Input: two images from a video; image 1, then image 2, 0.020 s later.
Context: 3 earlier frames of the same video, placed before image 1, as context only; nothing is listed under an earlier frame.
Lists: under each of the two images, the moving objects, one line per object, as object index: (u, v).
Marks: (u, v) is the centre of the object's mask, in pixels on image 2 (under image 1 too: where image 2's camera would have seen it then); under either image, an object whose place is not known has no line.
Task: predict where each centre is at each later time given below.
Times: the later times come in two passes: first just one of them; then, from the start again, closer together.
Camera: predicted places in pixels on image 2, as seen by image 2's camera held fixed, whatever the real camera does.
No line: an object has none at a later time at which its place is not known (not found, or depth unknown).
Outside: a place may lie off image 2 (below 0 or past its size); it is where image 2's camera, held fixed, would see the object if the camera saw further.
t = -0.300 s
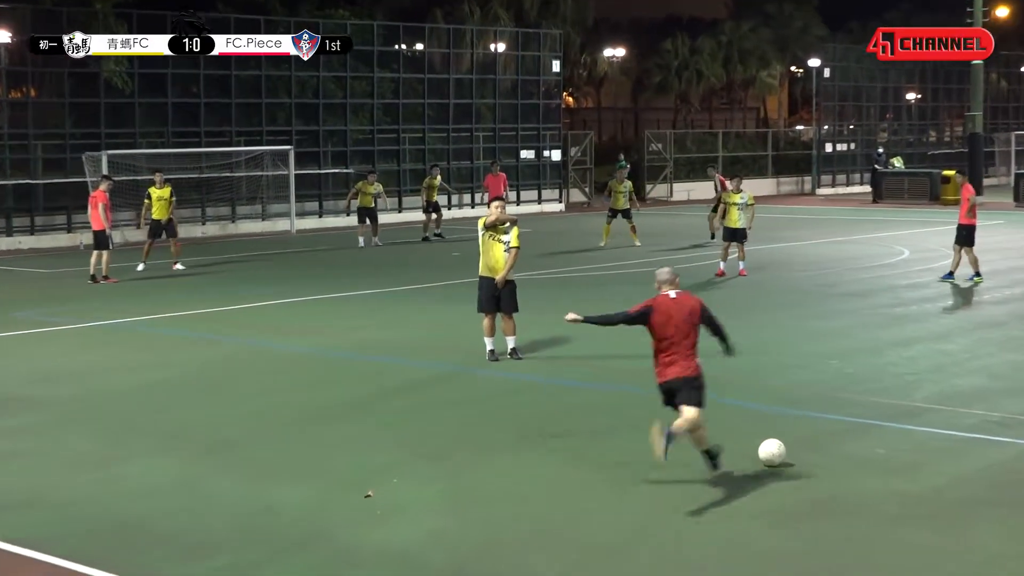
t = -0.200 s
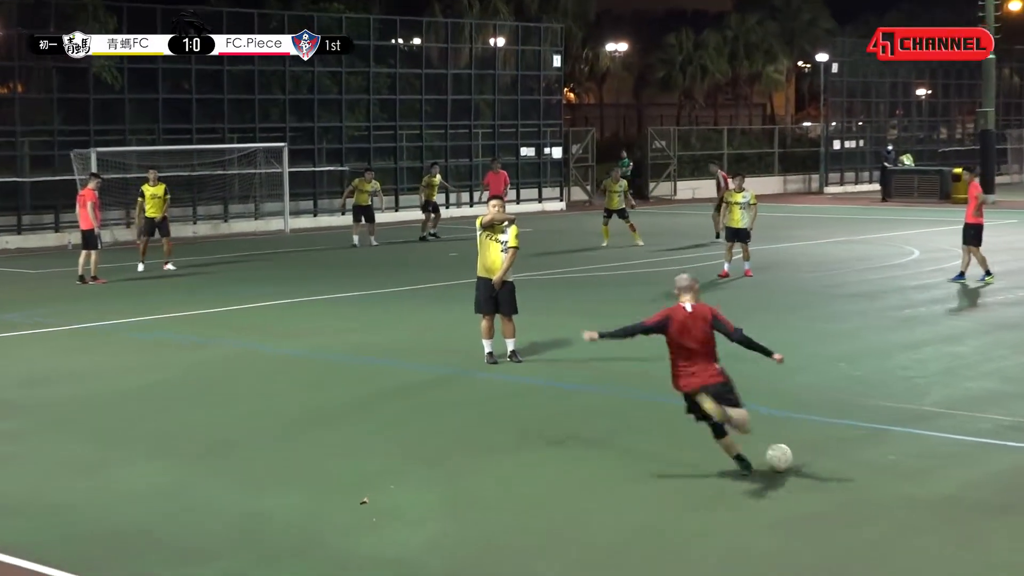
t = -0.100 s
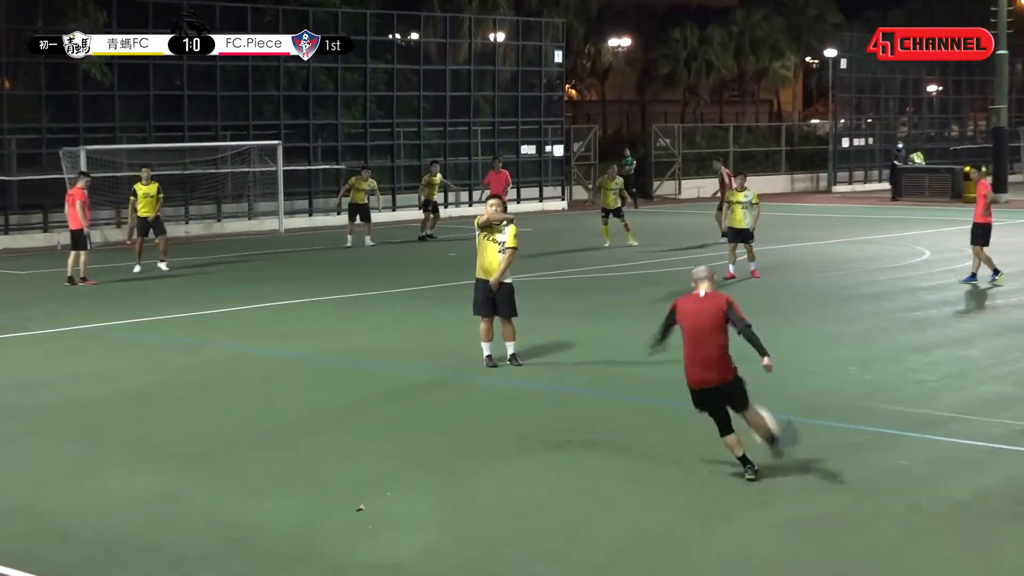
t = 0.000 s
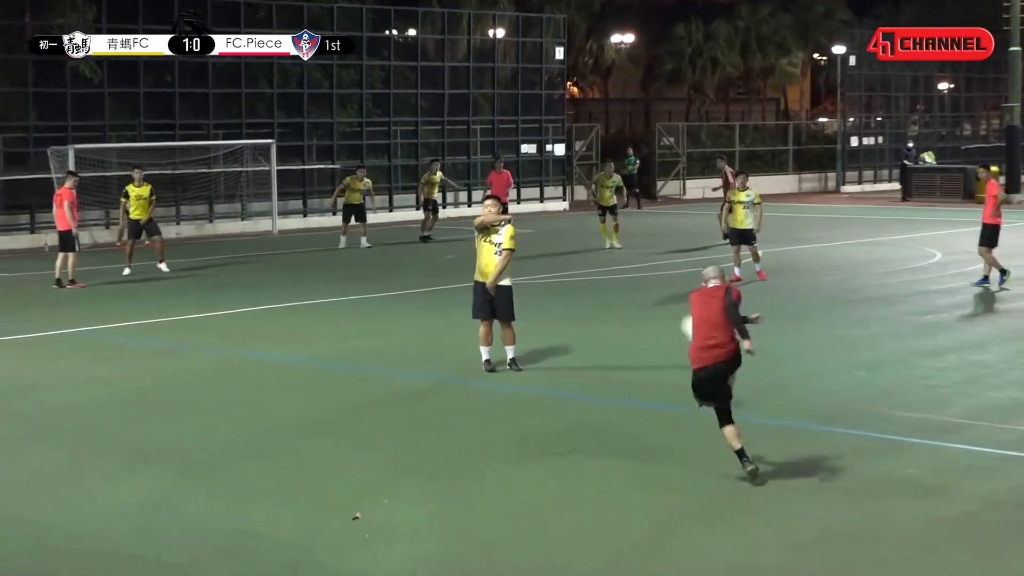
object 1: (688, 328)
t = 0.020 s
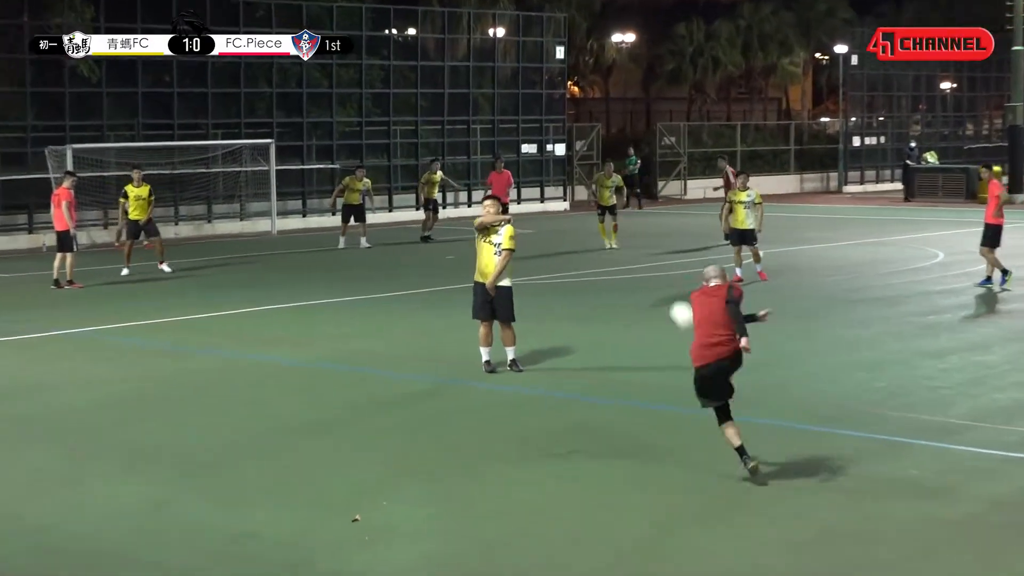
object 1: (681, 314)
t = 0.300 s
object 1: (535, 201)
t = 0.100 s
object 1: (636, 267)
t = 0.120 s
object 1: (624, 257)
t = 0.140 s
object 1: (614, 248)
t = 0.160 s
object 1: (603, 240)
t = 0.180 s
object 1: (593, 233)
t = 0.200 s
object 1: (582, 226)
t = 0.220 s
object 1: (572, 220)
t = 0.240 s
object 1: (562, 215)
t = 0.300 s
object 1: (535, 201)
